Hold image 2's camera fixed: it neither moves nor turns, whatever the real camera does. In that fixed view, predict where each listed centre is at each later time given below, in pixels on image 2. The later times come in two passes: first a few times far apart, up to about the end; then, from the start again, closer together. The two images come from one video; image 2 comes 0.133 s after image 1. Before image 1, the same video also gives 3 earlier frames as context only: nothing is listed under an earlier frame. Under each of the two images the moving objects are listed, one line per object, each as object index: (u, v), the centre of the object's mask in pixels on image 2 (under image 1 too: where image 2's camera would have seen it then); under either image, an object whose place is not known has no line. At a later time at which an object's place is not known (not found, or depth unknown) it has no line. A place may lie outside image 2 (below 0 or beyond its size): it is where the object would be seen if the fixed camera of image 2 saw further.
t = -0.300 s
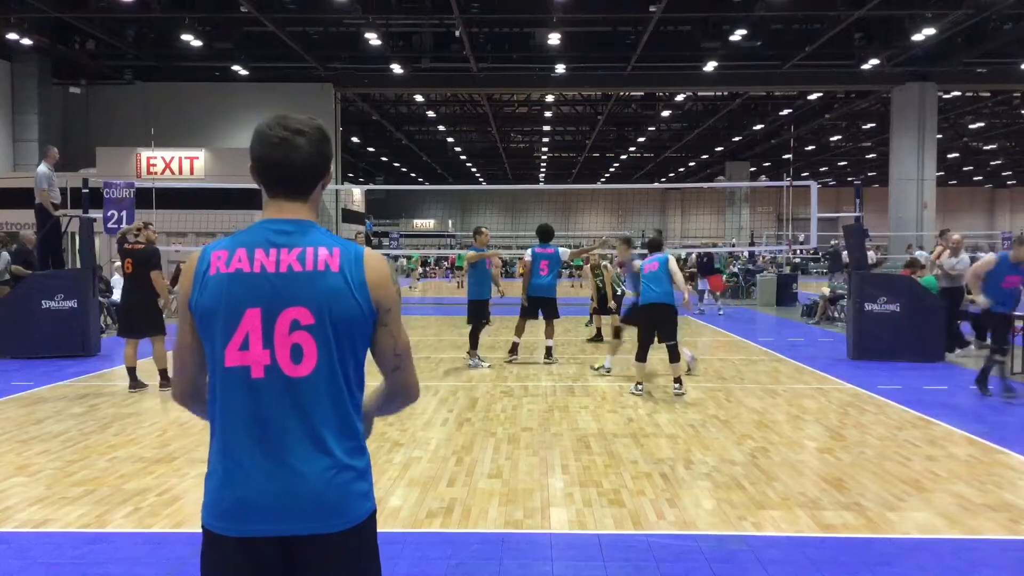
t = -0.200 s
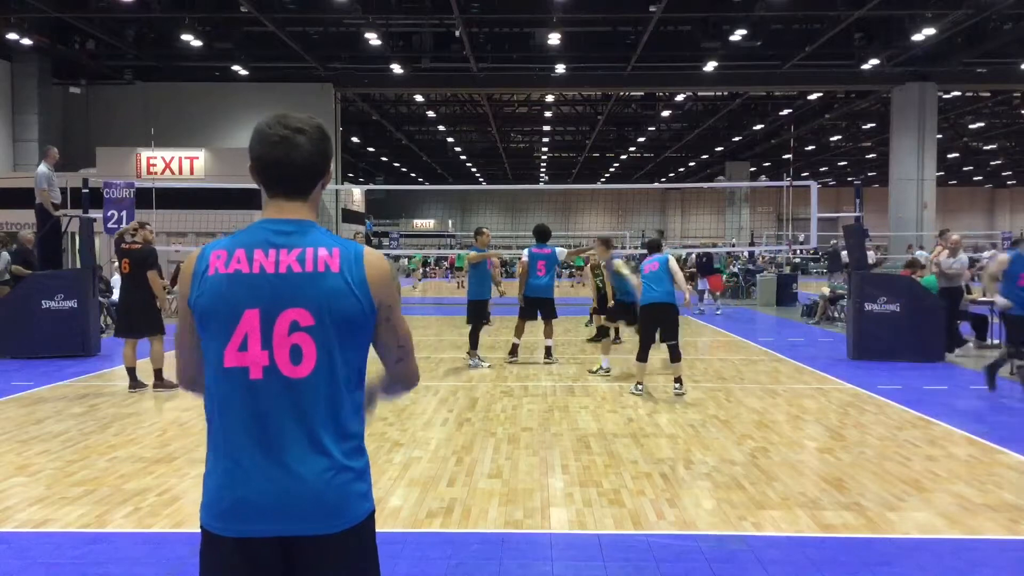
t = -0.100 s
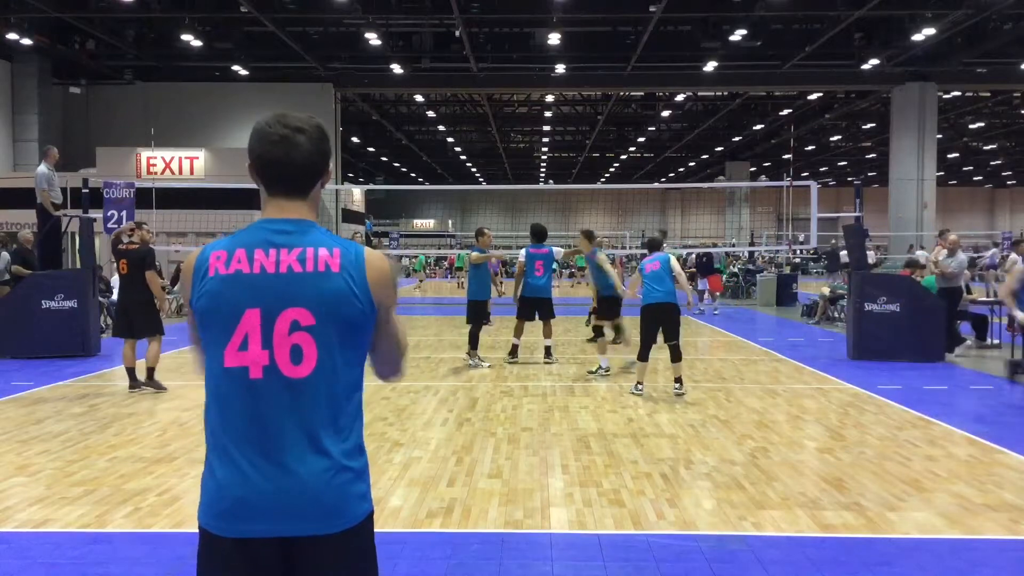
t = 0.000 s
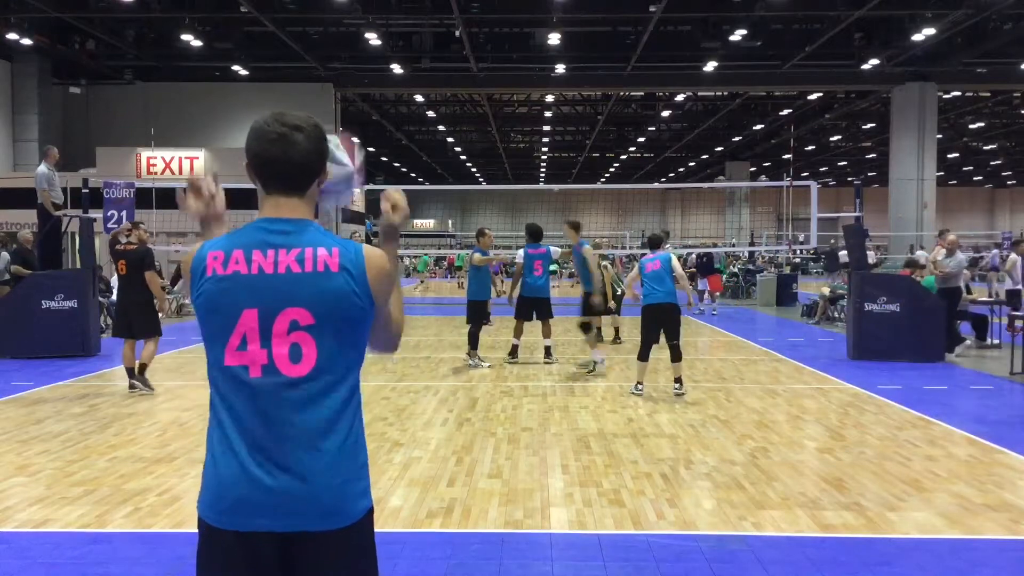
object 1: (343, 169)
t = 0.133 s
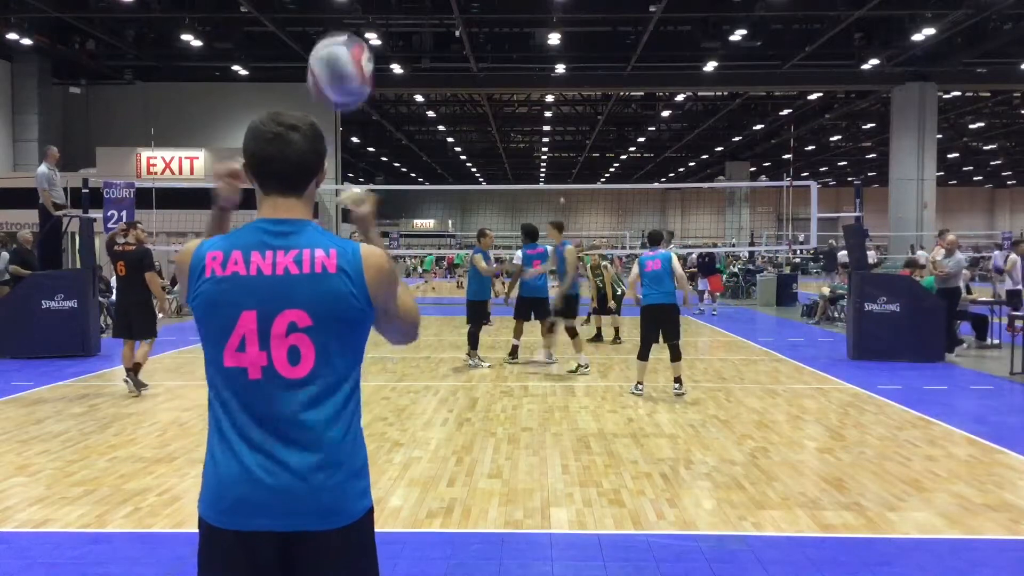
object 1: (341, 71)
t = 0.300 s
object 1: (353, 29)
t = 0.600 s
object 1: (373, 143)
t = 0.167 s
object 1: (342, 56)
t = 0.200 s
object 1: (346, 44)
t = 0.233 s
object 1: (348, 35)
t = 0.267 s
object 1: (350, 30)
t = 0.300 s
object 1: (353, 29)
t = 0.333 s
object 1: (355, 30)
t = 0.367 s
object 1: (357, 33)
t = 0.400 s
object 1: (360, 40)
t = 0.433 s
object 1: (362, 50)
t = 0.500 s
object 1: (366, 80)
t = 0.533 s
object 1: (369, 99)
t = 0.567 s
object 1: (371, 120)
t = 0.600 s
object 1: (373, 143)
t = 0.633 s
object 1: (377, 170)
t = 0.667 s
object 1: (377, 196)
